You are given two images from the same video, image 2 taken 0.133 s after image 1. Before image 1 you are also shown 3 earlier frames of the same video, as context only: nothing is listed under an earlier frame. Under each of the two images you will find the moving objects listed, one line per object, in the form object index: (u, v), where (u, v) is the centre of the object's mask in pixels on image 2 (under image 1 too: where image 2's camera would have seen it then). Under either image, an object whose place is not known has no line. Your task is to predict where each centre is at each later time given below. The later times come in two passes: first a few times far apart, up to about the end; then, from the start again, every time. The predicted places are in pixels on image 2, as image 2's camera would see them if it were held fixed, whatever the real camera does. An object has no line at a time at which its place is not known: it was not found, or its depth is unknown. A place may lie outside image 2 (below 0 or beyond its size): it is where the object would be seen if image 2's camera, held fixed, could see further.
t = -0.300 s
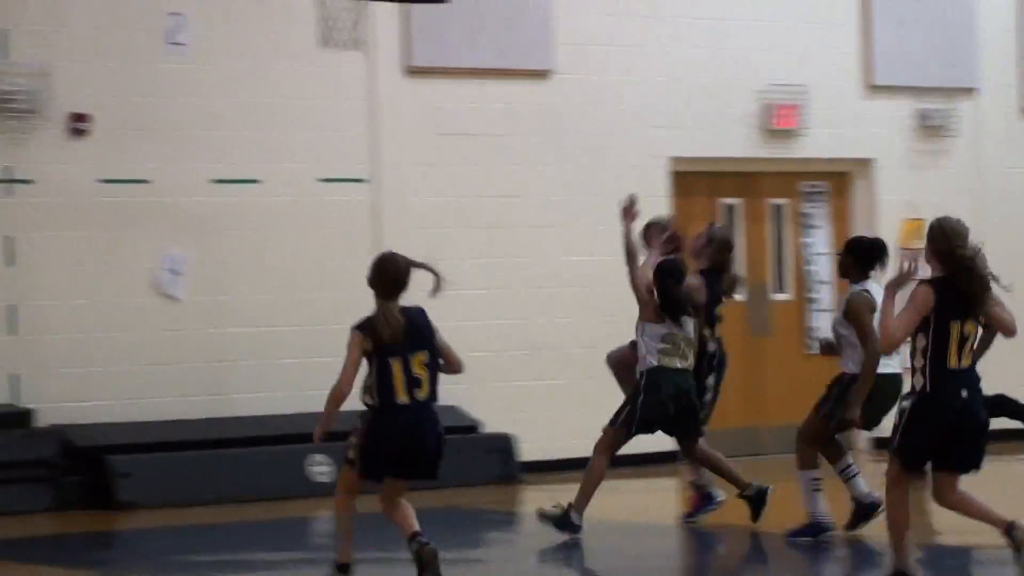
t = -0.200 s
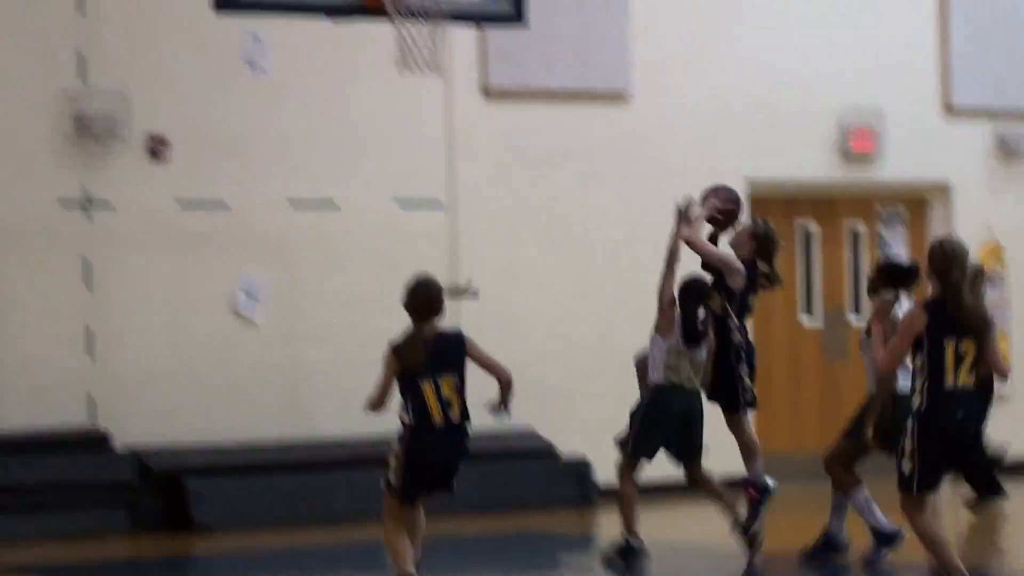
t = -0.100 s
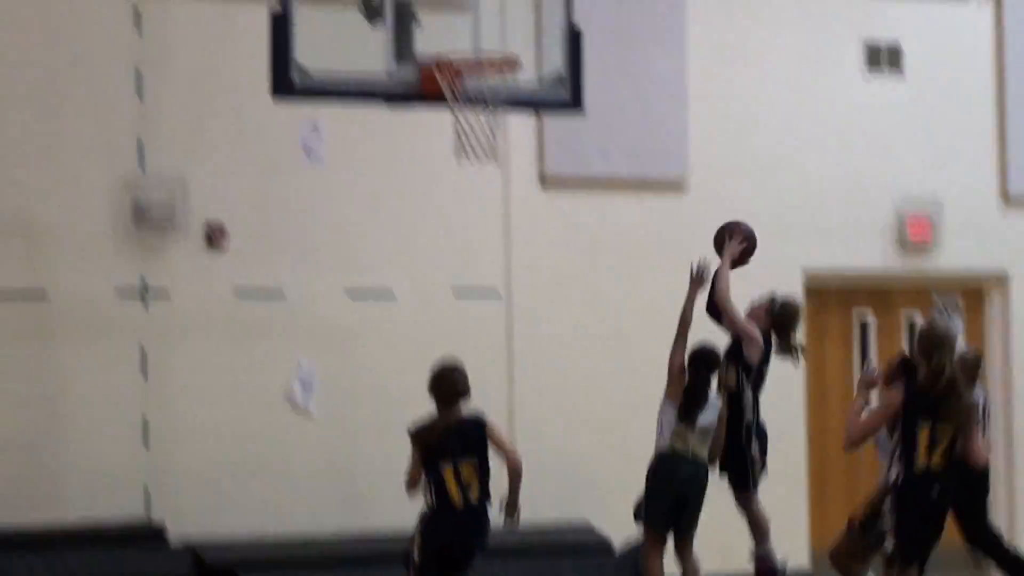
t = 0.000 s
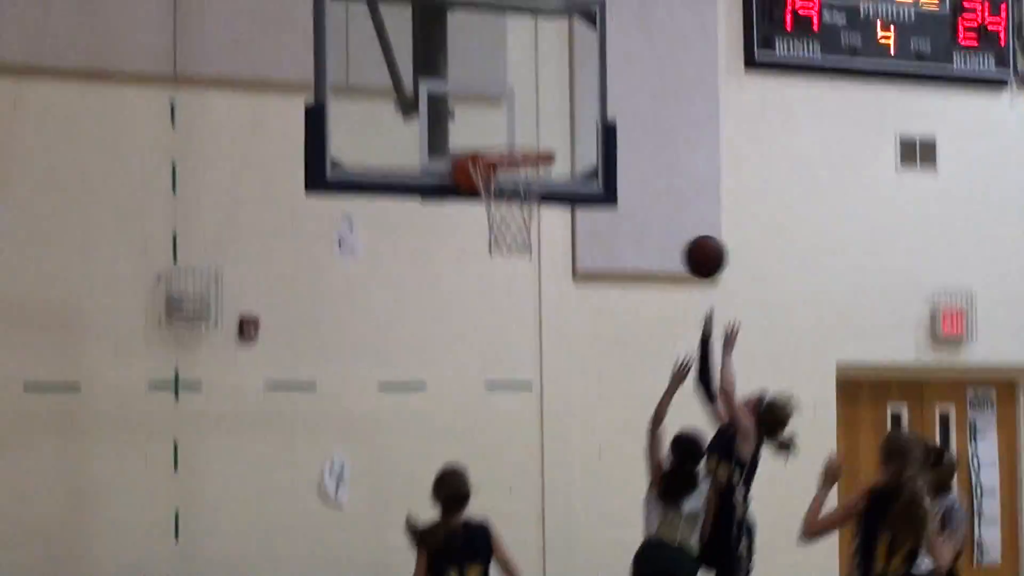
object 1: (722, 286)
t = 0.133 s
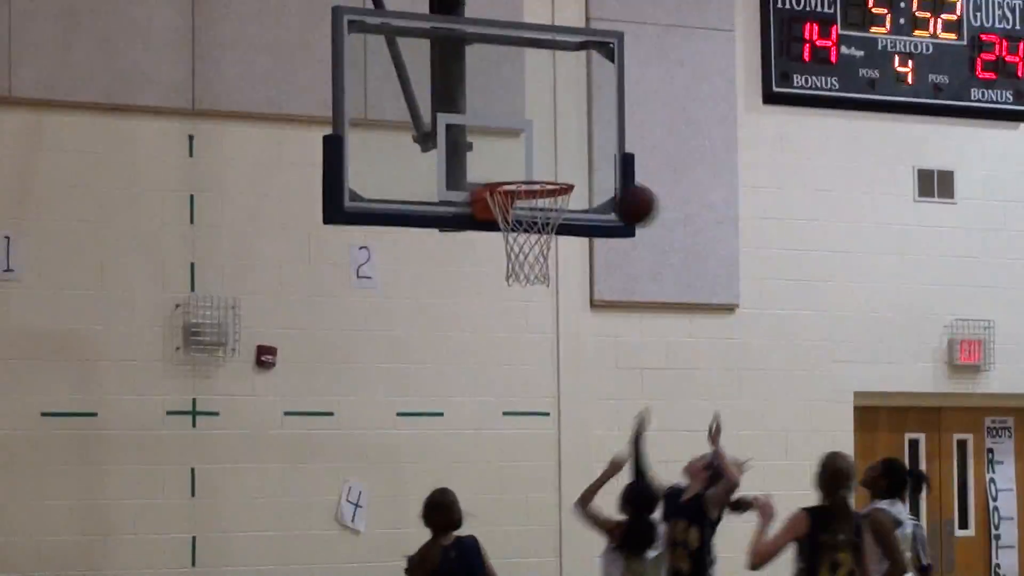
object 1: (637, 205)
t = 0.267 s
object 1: (549, 156)
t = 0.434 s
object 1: (499, 151)
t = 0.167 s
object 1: (615, 191)
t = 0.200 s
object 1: (591, 176)
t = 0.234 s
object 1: (572, 164)
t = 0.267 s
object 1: (549, 156)
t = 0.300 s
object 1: (528, 149)
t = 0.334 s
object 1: (513, 145)
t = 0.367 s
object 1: (508, 145)
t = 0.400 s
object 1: (504, 147)
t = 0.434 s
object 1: (499, 151)
